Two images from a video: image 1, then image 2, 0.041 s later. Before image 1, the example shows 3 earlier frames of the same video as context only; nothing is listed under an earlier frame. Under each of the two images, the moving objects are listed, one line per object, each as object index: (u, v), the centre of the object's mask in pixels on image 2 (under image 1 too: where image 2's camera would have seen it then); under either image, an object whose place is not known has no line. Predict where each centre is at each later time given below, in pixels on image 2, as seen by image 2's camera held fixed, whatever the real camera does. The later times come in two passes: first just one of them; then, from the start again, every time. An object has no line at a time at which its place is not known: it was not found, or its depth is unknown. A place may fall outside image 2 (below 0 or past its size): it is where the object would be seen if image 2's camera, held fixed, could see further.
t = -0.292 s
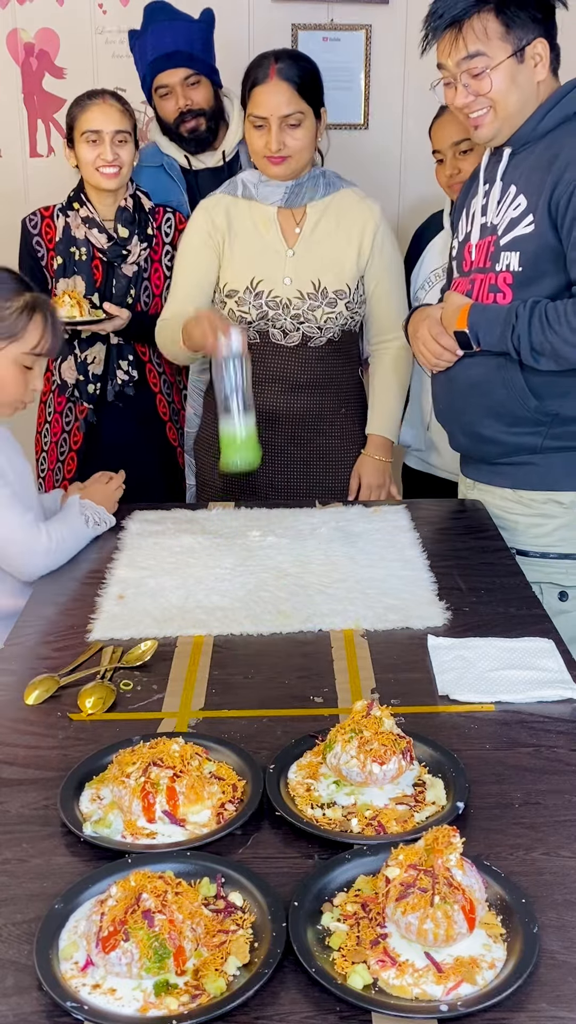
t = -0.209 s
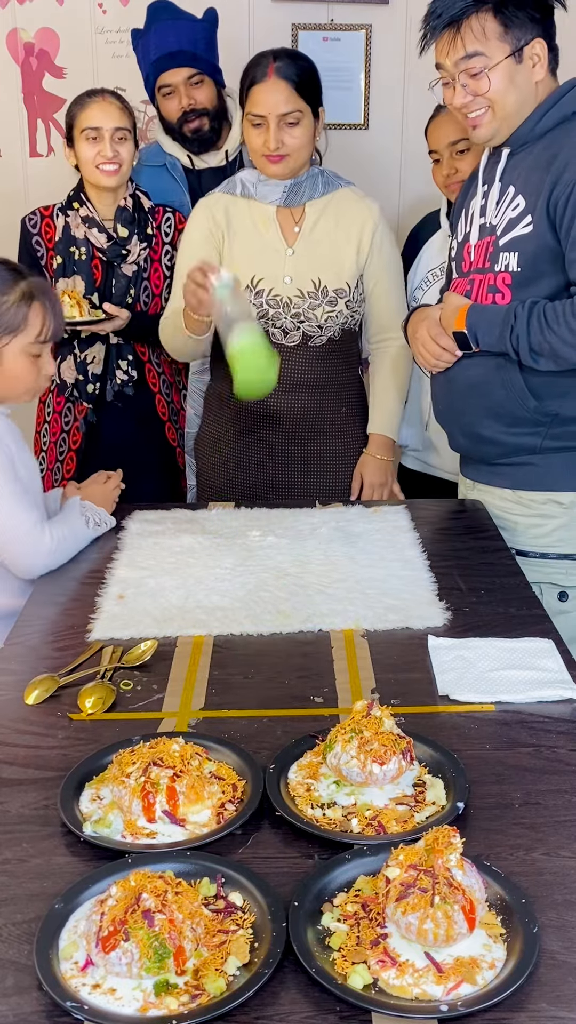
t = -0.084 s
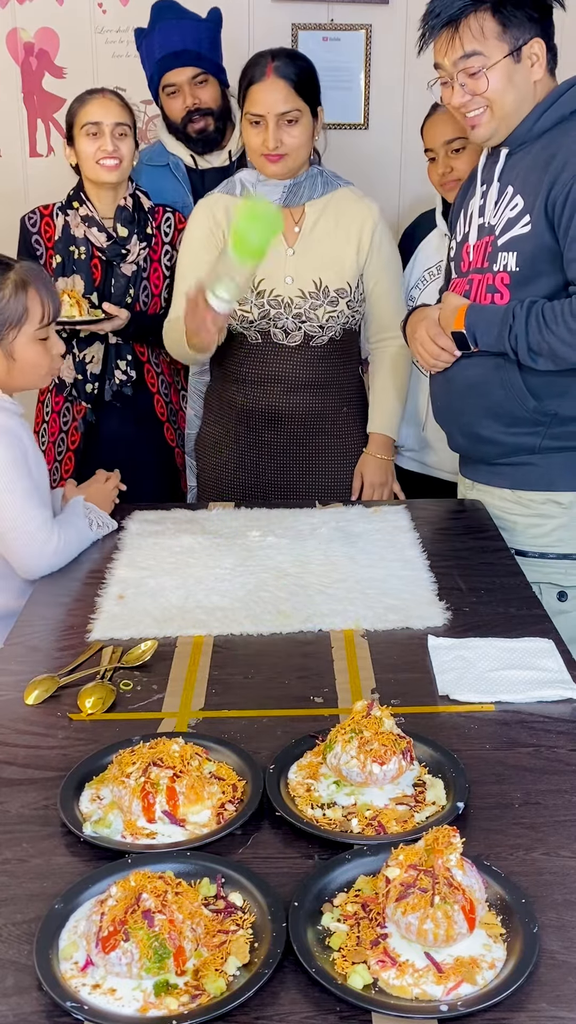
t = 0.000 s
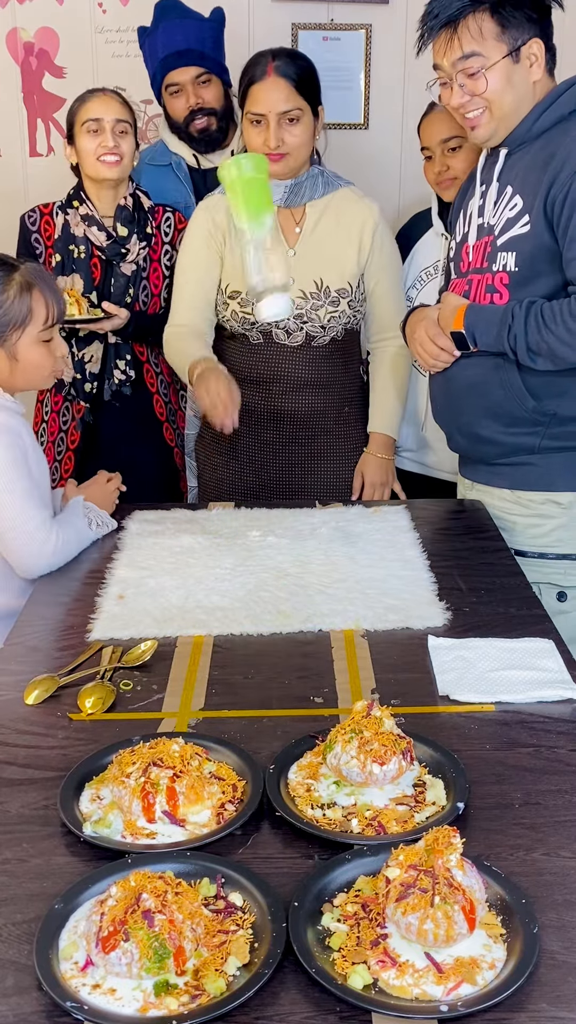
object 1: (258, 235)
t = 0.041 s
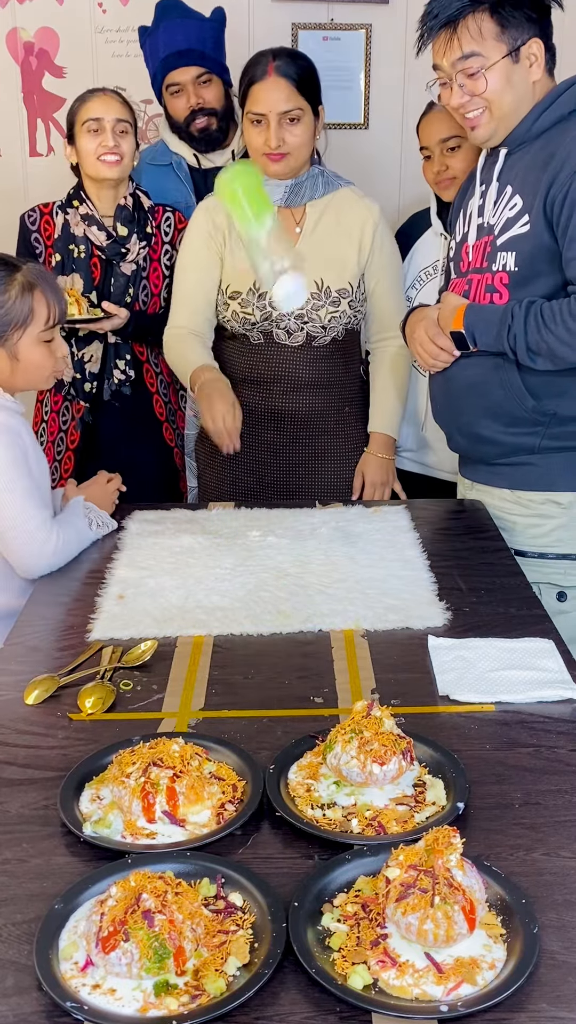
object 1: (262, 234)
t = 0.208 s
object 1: (261, 345)
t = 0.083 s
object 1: (265, 243)
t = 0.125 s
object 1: (265, 262)
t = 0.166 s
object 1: (262, 300)
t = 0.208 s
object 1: (261, 345)
